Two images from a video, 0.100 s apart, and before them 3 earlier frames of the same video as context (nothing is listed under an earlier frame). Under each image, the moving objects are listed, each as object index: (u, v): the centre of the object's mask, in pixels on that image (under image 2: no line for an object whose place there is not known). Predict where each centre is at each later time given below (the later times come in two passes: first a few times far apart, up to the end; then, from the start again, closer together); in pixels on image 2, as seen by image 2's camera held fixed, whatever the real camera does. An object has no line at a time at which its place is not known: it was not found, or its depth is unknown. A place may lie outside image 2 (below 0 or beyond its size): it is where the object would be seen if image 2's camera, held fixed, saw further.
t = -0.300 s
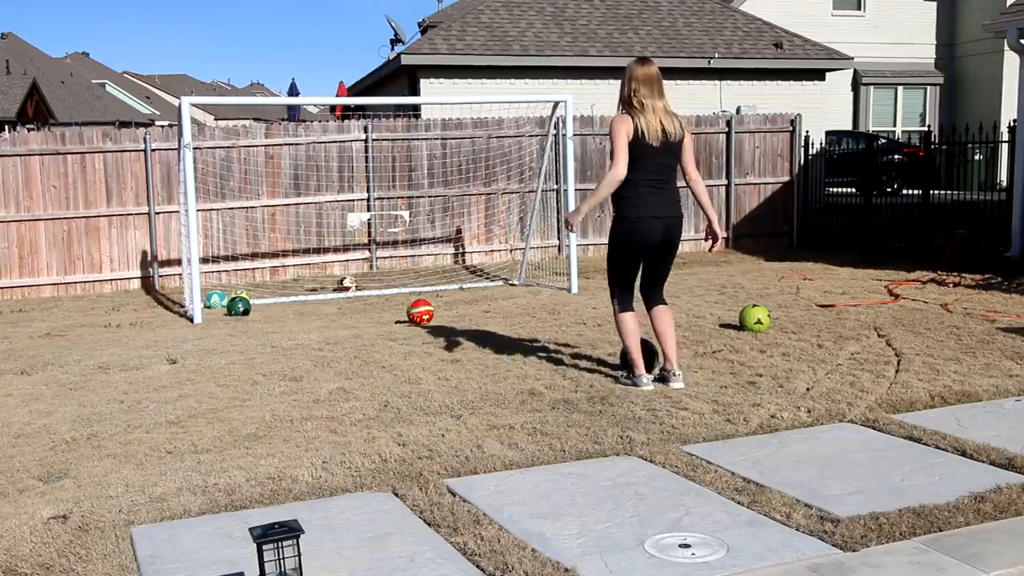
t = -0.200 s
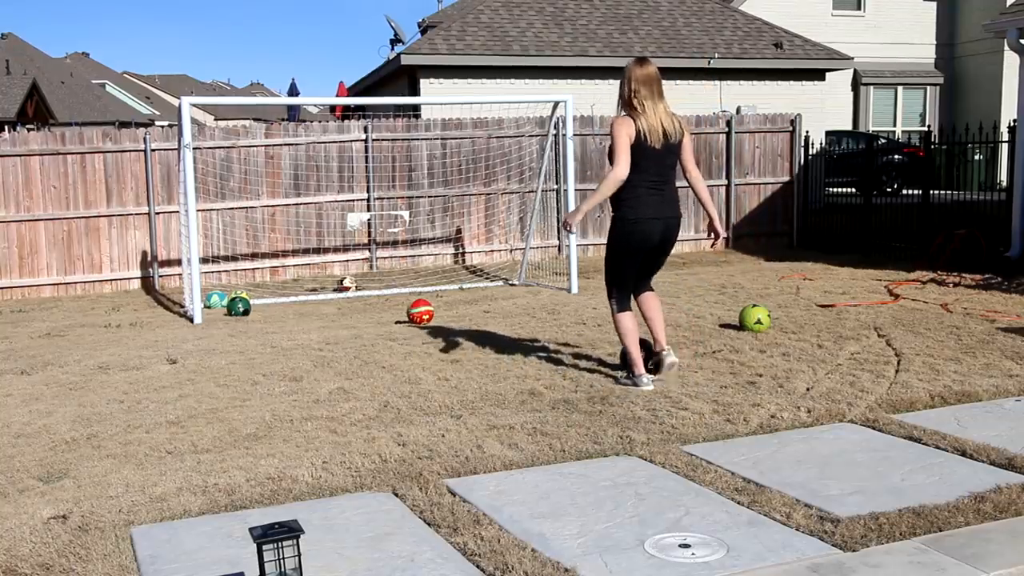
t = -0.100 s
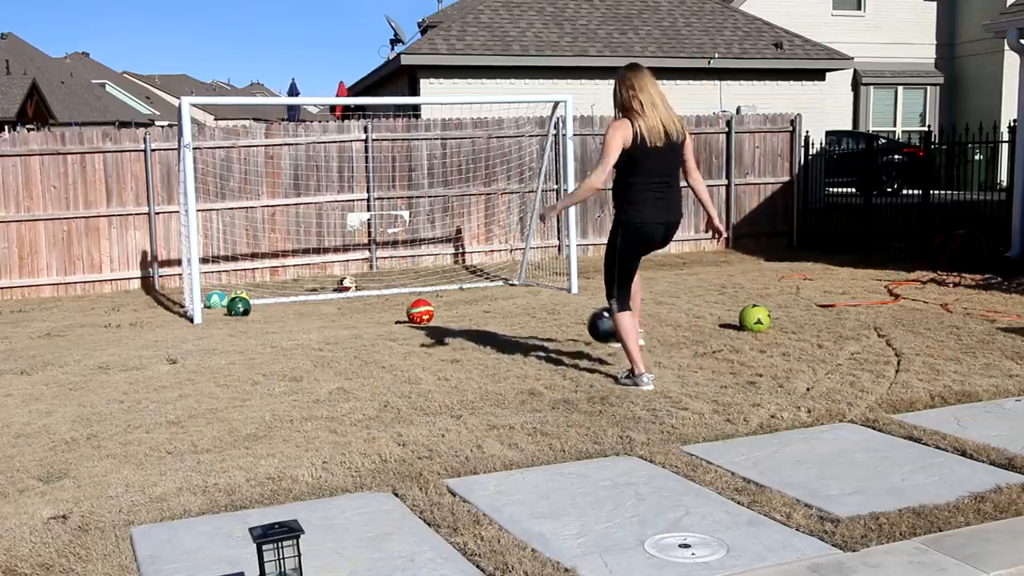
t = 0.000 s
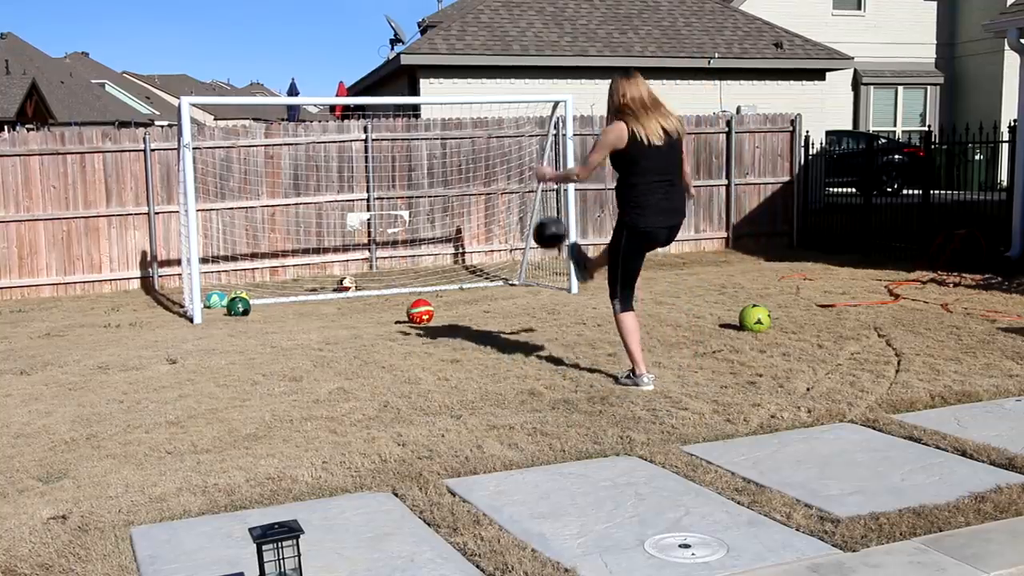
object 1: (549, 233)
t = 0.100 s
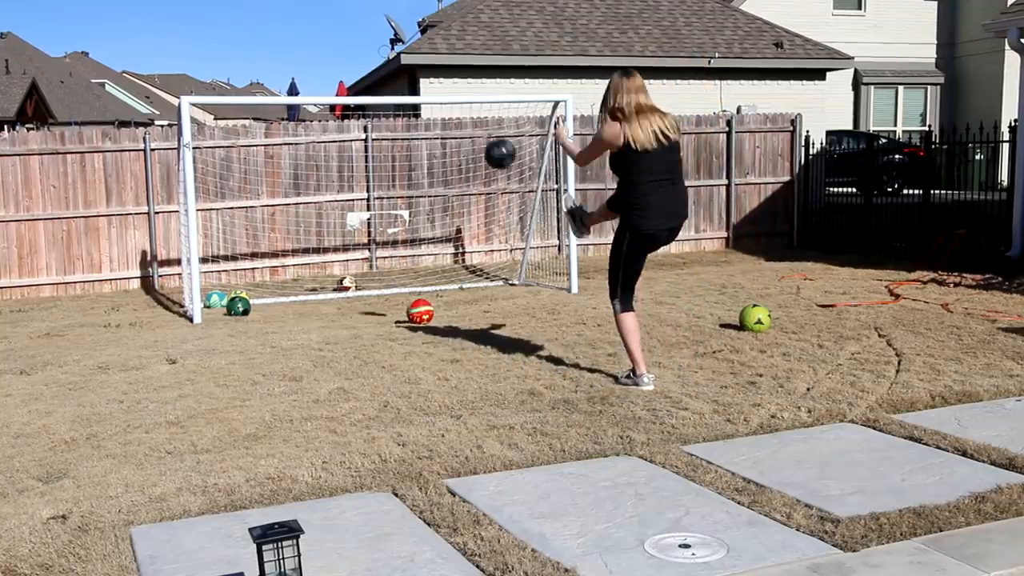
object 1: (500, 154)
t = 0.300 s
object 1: (419, 64)
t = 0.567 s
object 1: (341, 41)
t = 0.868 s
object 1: (282, 108)
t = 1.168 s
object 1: (268, 119)
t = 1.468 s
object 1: (270, 161)
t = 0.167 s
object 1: (470, 114)
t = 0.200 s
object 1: (456, 99)
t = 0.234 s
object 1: (443, 85)
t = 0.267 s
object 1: (431, 74)
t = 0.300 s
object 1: (419, 64)
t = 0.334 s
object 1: (408, 55)
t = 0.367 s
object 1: (396, 50)
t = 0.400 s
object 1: (385, 45)
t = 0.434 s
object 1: (376, 41)
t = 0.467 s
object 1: (367, 39)
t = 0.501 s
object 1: (358, 38)
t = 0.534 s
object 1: (349, 39)
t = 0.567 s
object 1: (341, 41)
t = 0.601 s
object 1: (333, 44)
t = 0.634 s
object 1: (326, 48)
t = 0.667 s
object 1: (319, 53)
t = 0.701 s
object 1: (312, 60)
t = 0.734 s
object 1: (306, 67)
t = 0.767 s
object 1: (300, 74)
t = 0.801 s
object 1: (294, 83)
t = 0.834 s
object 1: (286, 90)
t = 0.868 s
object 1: (282, 108)
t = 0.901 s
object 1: (277, 113)
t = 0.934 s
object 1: (273, 125)
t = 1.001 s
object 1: (268, 132)
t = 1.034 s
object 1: (268, 128)
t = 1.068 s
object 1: (269, 122)
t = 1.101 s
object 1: (269, 121)
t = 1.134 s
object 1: (268, 119)
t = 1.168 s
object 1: (268, 119)
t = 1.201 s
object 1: (268, 119)
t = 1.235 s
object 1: (268, 120)
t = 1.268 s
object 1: (268, 123)
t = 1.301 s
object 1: (268, 127)
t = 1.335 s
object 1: (269, 131)
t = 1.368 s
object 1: (269, 137)
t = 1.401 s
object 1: (269, 143)
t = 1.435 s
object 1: (270, 152)
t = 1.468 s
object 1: (270, 161)
